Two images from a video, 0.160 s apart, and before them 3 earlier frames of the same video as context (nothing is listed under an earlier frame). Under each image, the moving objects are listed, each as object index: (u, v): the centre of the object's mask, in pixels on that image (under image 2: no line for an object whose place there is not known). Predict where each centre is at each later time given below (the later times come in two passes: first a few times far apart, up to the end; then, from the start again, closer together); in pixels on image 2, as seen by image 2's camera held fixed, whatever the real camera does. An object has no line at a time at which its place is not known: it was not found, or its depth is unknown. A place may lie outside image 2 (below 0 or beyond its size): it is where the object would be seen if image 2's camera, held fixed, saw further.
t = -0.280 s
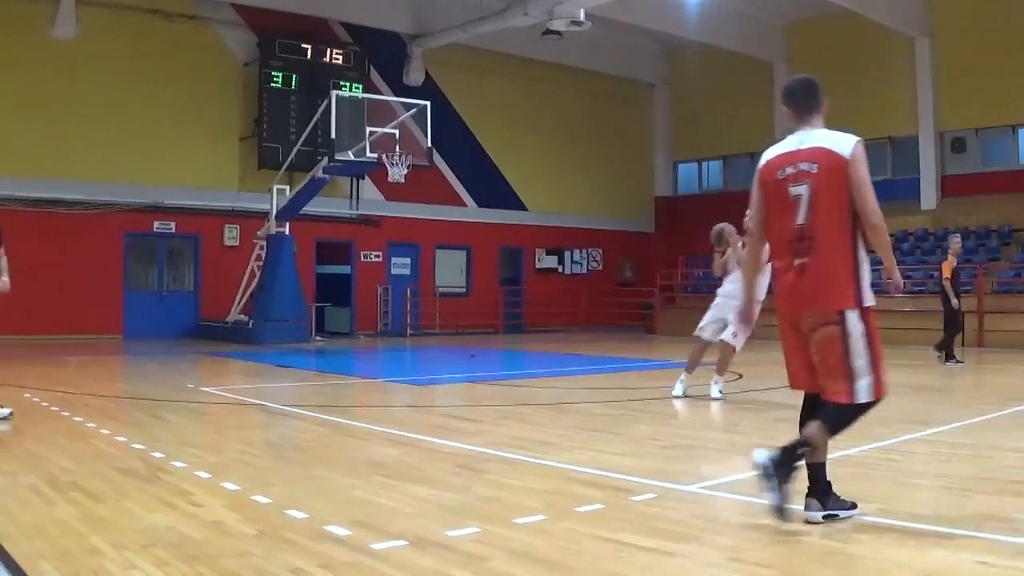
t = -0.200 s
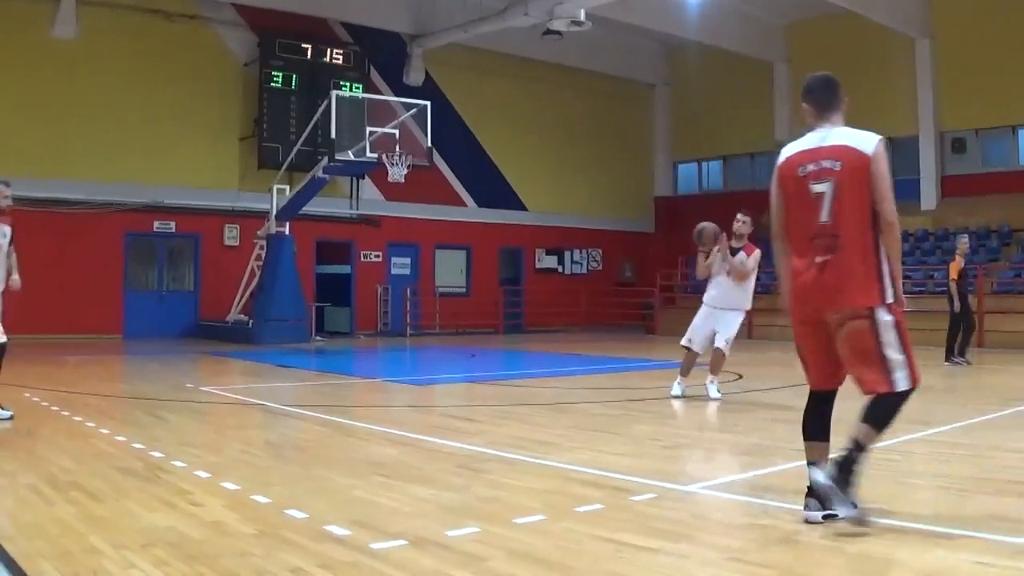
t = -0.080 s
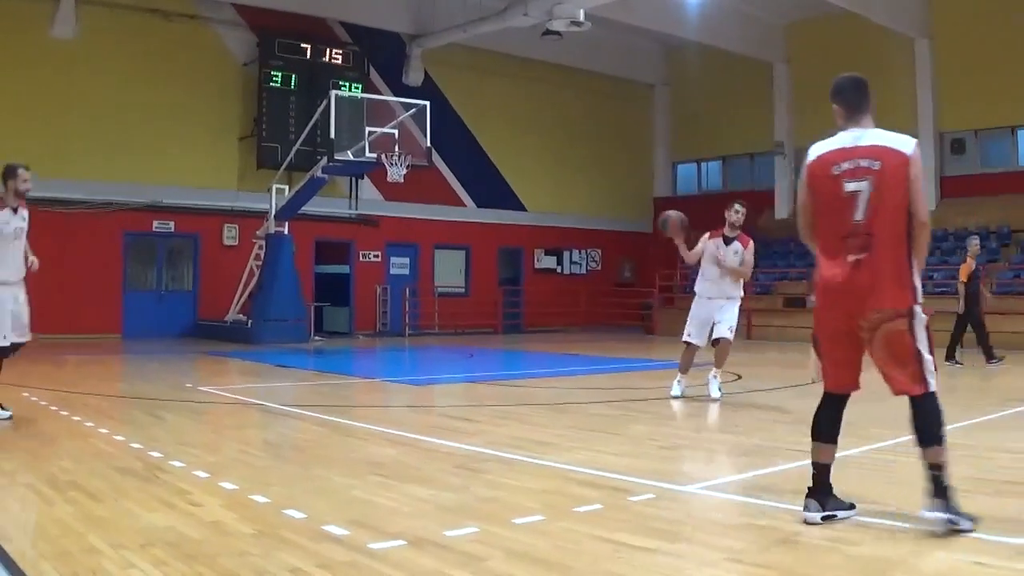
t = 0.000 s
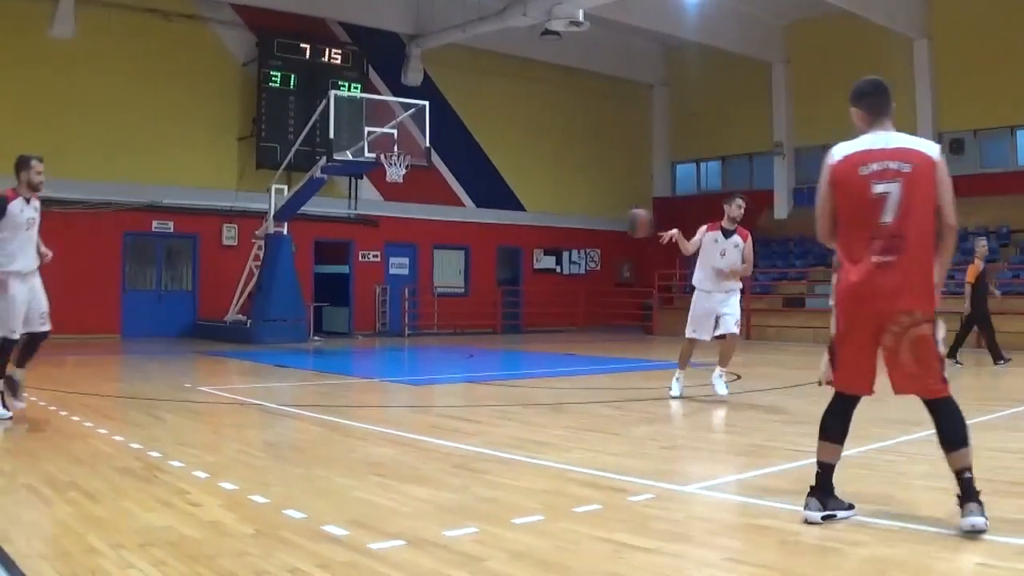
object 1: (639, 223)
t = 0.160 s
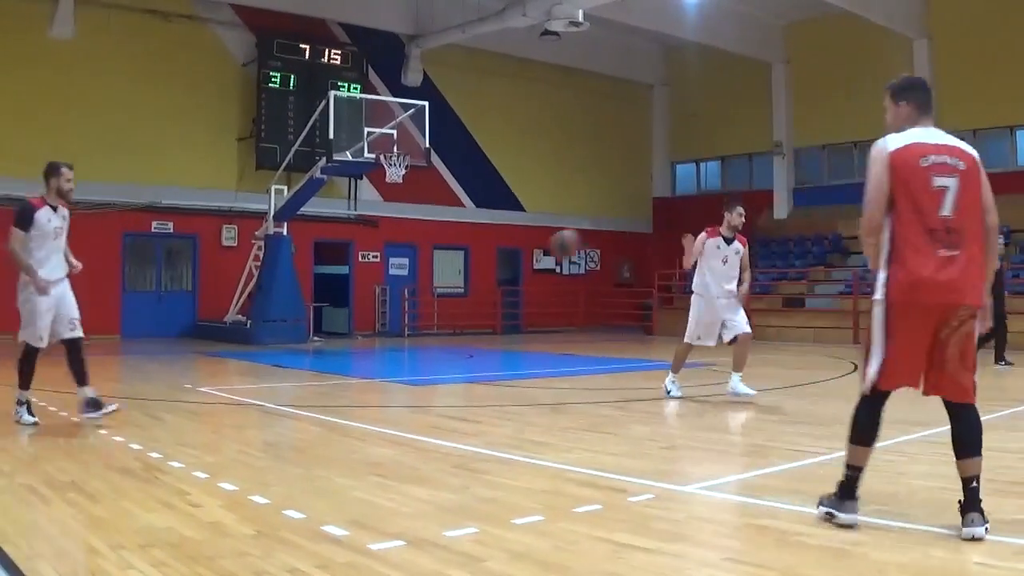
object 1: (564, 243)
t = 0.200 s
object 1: (545, 256)
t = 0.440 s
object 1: (408, 384)
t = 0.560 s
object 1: (353, 379)
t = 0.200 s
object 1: (545, 256)
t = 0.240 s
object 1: (524, 270)
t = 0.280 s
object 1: (503, 287)
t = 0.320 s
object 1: (481, 305)
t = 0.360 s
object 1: (459, 325)
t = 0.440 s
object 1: (408, 384)
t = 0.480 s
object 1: (385, 413)
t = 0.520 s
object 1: (367, 401)
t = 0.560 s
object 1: (353, 379)
